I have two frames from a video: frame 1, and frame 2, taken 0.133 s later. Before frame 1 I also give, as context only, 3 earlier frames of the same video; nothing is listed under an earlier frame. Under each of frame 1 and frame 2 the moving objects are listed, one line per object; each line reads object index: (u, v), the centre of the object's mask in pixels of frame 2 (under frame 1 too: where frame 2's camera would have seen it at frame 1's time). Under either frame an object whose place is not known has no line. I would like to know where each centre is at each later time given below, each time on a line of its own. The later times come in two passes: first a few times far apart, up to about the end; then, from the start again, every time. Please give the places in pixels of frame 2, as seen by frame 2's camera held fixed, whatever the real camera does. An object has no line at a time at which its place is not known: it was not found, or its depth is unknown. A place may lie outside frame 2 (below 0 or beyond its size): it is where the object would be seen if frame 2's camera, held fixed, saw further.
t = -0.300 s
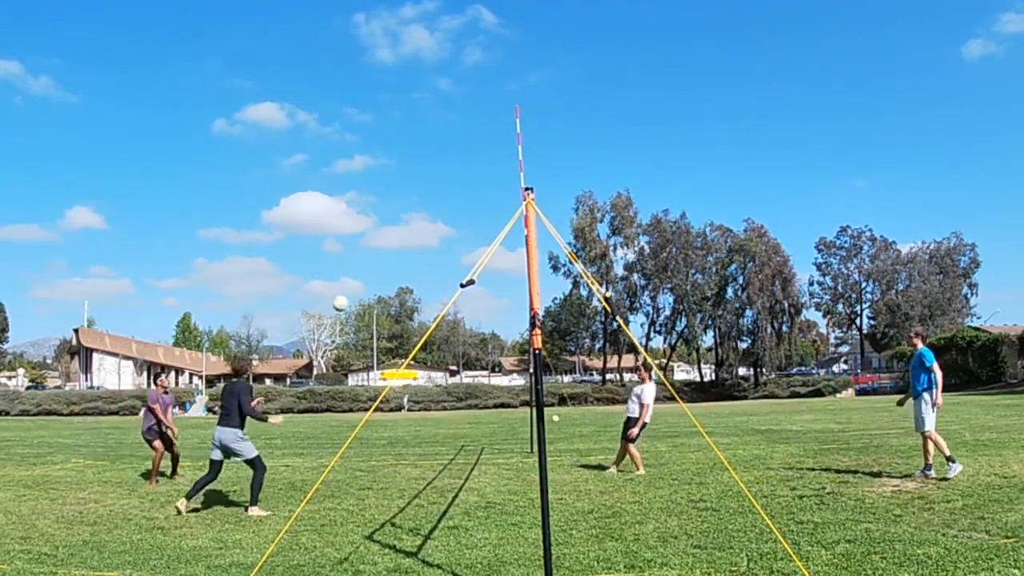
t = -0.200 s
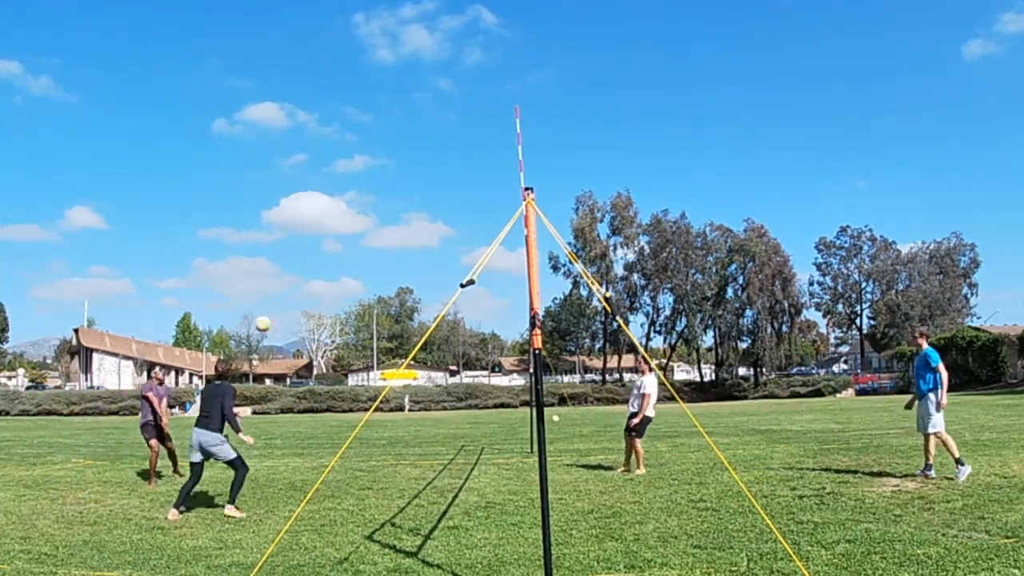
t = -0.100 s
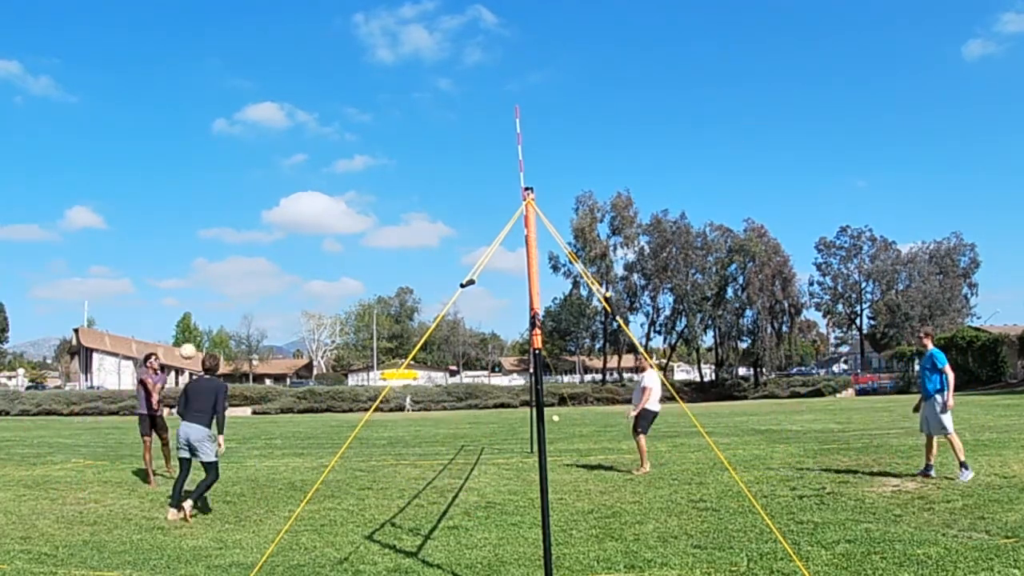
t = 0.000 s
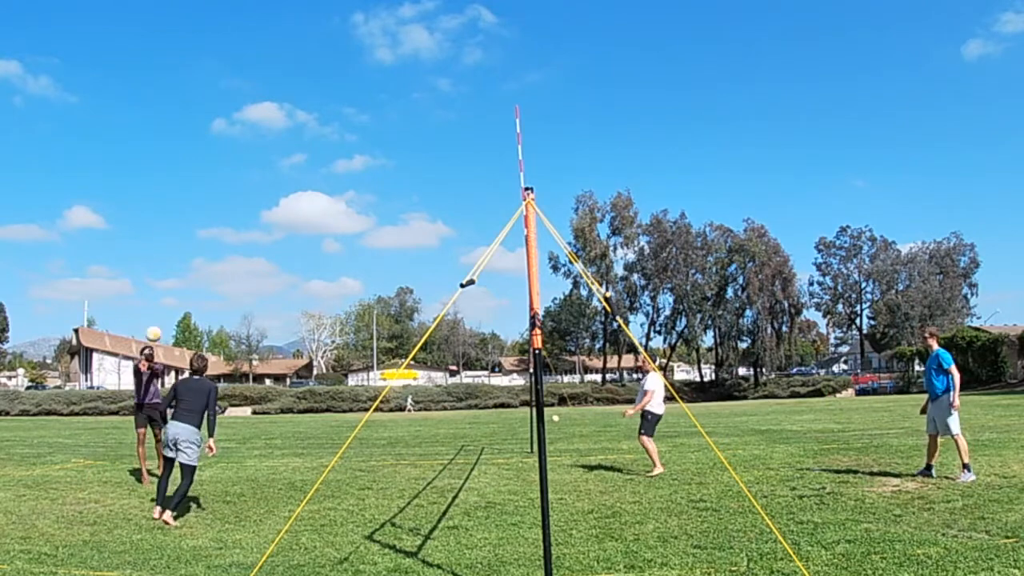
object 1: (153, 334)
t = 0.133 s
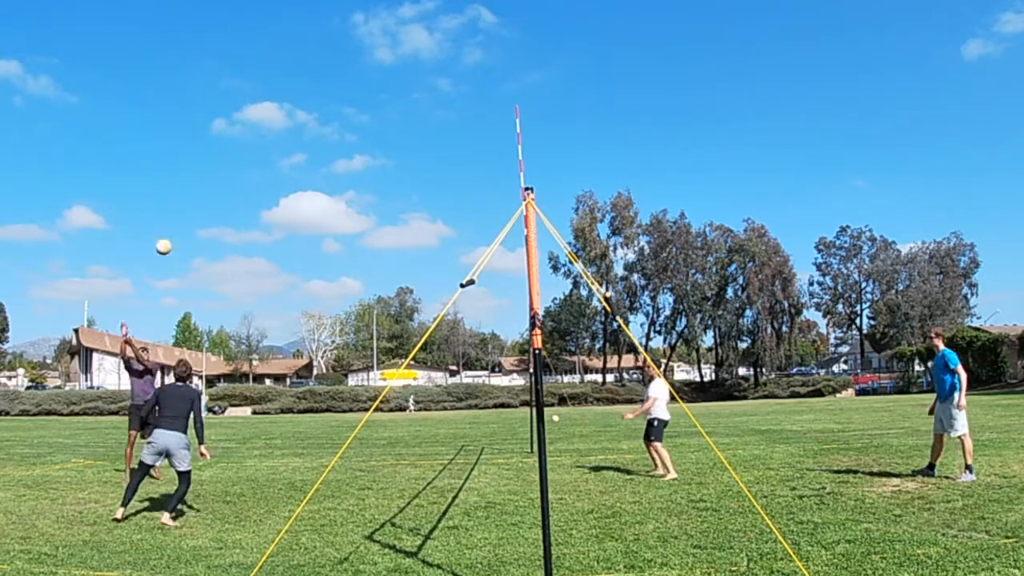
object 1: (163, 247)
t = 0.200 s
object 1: (169, 208)
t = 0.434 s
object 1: (192, 104)
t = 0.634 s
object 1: (210, 46)
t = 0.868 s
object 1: (229, 14)
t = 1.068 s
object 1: (241, 14)
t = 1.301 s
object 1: (254, 48)
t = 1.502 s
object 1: (262, 110)
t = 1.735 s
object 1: (274, 221)
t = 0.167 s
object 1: (166, 227)
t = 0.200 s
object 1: (169, 208)
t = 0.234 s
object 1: (172, 190)
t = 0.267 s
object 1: (175, 174)
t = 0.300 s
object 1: (178, 158)
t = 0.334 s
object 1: (182, 143)
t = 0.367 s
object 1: (185, 129)
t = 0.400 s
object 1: (189, 116)
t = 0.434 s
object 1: (192, 104)
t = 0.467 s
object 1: (195, 92)
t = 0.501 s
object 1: (198, 81)
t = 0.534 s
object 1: (201, 72)
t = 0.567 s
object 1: (204, 62)
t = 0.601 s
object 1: (207, 54)
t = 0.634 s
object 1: (210, 46)
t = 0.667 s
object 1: (213, 39)
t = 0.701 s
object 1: (215, 33)
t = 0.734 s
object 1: (218, 28)
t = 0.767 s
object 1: (221, 23)
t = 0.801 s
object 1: (223, 19)
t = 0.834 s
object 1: (226, 16)
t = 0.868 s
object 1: (229, 14)
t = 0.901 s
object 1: (231, 12)
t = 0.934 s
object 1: (233, 11)
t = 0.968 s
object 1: (235, 10)
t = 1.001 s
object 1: (237, 11)
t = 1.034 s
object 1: (239, 12)
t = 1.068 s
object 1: (241, 14)
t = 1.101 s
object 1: (243, 17)
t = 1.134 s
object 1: (245, 20)
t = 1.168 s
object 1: (247, 24)
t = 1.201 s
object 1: (249, 29)
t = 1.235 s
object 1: (251, 35)
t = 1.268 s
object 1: (252, 41)
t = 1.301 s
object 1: (254, 48)
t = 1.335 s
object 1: (255, 56)
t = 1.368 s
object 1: (257, 65)
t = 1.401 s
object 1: (258, 75)
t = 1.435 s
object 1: (259, 85)
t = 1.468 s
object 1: (261, 97)
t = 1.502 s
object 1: (262, 110)
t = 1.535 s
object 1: (264, 123)
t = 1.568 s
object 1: (266, 137)
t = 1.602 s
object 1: (268, 152)
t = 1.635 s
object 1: (269, 167)
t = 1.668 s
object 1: (271, 184)
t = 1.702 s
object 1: (272, 201)
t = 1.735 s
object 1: (274, 221)
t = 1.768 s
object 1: (276, 240)
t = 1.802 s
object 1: (278, 260)
